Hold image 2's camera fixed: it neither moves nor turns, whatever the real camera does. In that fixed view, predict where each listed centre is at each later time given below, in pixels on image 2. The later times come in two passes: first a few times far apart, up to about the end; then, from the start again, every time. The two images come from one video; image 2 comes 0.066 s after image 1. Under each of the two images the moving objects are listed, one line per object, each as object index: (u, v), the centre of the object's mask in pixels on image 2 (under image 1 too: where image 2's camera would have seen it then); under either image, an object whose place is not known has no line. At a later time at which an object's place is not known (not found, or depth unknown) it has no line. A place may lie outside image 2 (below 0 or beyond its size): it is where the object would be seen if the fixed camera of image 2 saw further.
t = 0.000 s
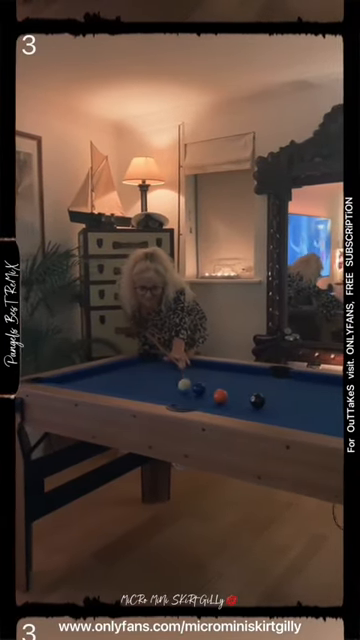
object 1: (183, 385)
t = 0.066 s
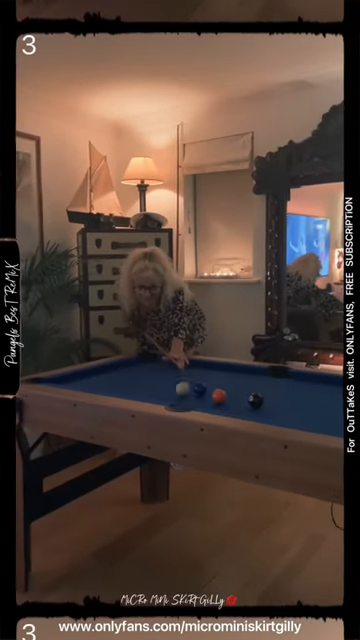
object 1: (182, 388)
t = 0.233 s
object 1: (172, 397)
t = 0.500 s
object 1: (199, 397)
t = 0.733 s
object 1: (212, 397)
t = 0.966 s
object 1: (220, 397)
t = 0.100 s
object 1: (180, 390)
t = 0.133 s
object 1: (178, 392)
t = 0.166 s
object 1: (176, 394)
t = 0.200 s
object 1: (174, 395)
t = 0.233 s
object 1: (172, 397)
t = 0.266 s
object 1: (171, 398)
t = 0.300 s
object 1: (169, 399)
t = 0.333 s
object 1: (174, 399)
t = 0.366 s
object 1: (179, 399)
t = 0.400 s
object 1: (184, 398)
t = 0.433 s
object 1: (189, 398)
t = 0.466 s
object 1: (194, 397)
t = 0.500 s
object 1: (199, 397)
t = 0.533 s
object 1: (203, 397)
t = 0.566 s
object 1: (204, 397)
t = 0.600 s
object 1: (206, 397)
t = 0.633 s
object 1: (208, 398)
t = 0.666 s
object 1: (209, 398)
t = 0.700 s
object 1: (210, 397)
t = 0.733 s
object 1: (212, 397)
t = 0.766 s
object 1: (213, 397)
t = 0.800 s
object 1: (214, 397)
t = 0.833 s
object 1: (216, 397)
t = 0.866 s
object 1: (217, 397)
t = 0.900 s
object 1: (218, 397)
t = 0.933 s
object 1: (219, 397)
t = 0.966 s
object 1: (220, 397)
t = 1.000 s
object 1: (222, 396)
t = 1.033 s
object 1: (223, 397)
